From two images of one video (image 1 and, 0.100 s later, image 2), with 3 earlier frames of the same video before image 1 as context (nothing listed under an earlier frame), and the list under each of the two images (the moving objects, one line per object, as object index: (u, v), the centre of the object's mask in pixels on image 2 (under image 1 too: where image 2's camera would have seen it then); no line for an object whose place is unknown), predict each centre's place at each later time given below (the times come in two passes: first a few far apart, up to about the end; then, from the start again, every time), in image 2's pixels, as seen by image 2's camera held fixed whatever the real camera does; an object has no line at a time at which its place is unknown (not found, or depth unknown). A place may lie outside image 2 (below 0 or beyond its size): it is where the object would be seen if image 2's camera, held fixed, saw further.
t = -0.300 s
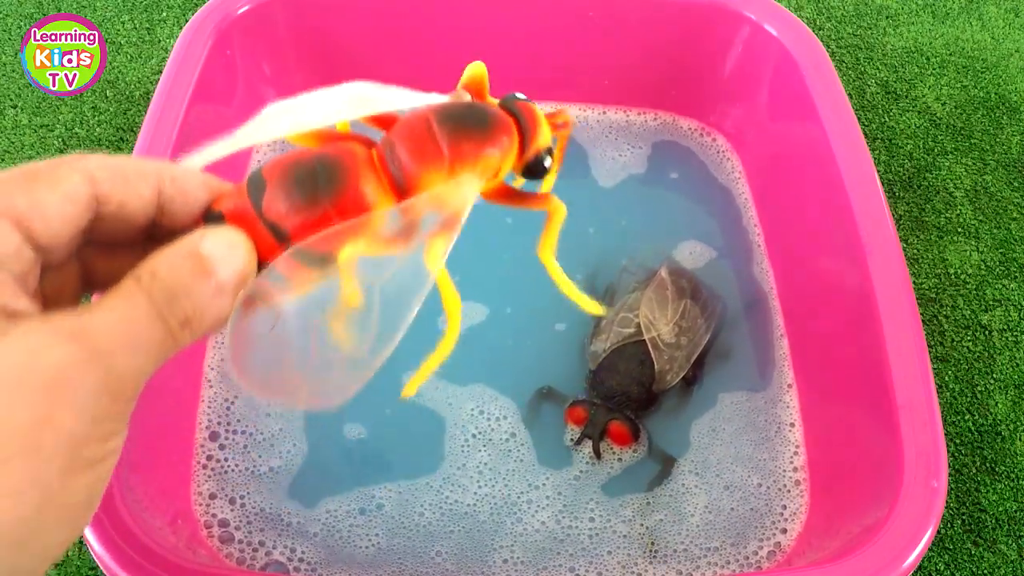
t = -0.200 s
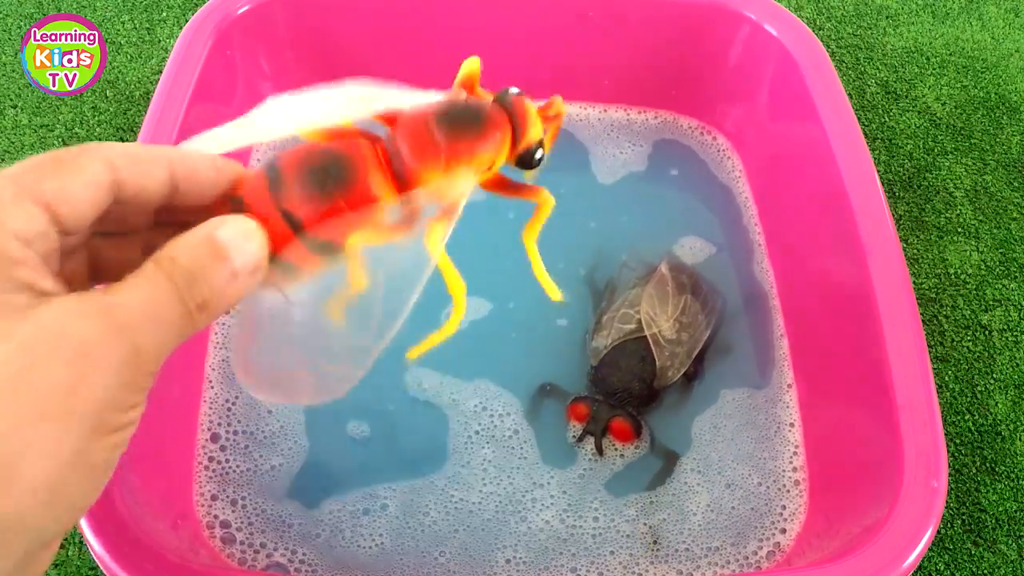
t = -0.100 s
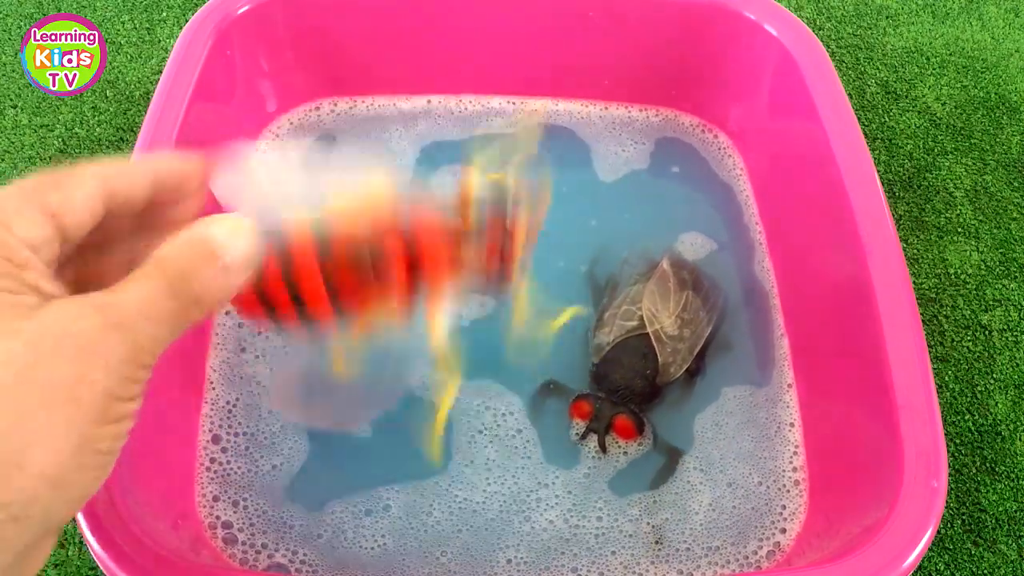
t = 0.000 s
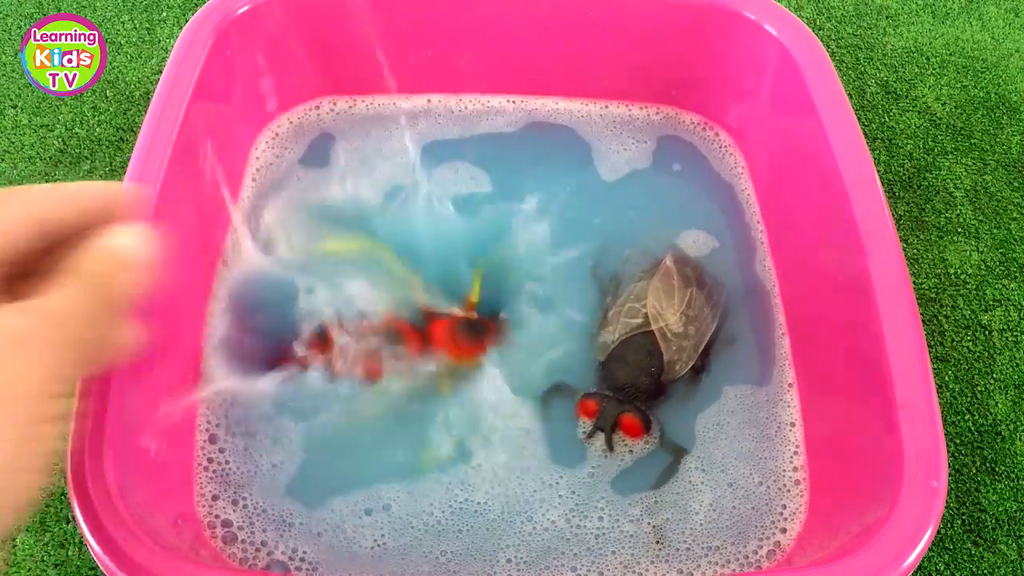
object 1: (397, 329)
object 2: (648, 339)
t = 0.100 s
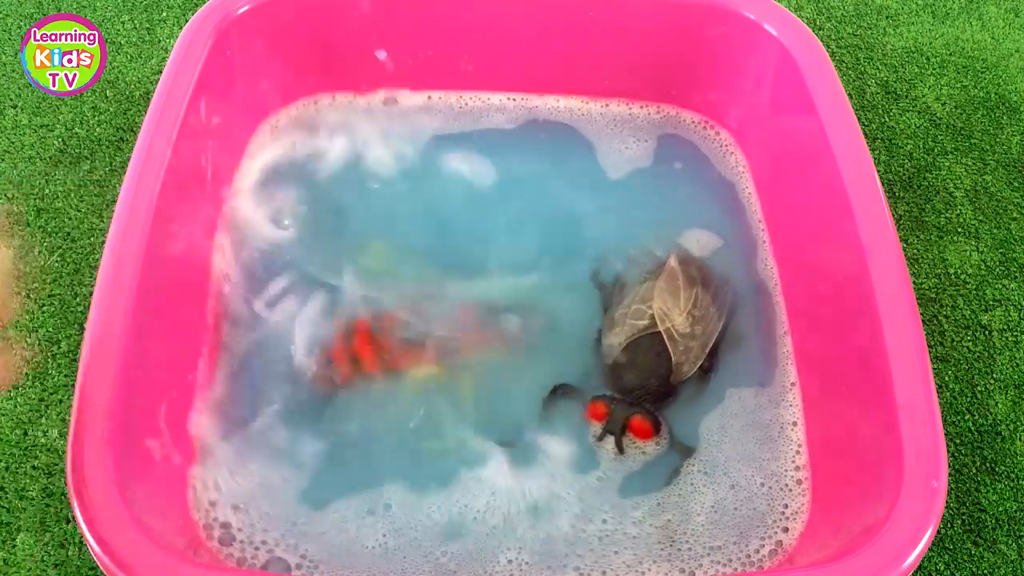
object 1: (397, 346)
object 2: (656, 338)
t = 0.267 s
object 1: (423, 319)
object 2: (654, 347)
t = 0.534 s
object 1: (425, 321)
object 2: (651, 352)
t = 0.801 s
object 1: (433, 296)
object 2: (649, 353)
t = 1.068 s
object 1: (436, 301)
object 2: (660, 360)
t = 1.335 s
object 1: (439, 297)
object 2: (662, 358)
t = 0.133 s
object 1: (411, 331)
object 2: (652, 343)
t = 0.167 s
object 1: (408, 326)
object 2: (651, 345)
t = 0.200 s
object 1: (414, 321)
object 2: (650, 346)
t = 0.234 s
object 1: (419, 320)
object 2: (652, 346)
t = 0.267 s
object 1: (423, 319)
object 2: (654, 347)
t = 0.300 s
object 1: (429, 318)
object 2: (653, 345)
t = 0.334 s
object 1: (436, 316)
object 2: (653, 344)
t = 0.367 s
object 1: (439, 316)
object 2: (649, 350)
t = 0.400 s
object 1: (439, 317)
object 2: (646, 356)
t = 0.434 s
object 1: (438, 318)
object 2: (647, 353)
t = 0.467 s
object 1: (433, 320)
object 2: (648, 354)
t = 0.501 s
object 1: (427, 322)
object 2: (649, 353)
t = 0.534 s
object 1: (425, 321)
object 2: (651, 352)
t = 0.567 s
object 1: (421, 319)
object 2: (651, 353)
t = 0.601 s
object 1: (418, 314)
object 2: (650, 346)
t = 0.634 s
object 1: (419, 309)
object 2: (651, 349)
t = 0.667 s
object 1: (421, 306)
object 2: (650, 349)
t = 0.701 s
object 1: (423, 302)
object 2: (649, 349)
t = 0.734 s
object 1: (427, 299)
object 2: (648, 349)
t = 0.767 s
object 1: (430, 297)
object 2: (647, 350)
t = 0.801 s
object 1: (433, 296)
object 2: (649, 353)
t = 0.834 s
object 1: (436, 297)
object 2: (652, 351)
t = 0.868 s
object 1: (439, 300)
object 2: (655, 340)
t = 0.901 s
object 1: (440, 302)
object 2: (659, 340)
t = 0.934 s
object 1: (441, 303)
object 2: (664, 337)
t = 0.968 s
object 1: (439, 302)
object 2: (665, 337)
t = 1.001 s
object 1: (438, 302)
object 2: (664, 342)
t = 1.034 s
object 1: (436, 302)
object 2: (662, 352)
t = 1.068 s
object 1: (436, 301)
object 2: (660, 360)
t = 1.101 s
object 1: (436, 302)
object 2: (662, 355)
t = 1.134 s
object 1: (436, 303)
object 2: (659, 357)
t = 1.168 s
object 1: (437, 304)
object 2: (657, 354)
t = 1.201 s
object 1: (437, 304)
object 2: (658, 356)
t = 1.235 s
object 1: (439, 301)
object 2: (659, 355)
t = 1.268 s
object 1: (440, 300)
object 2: (662, 355)
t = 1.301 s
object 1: (440, 299)
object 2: (661, 358)
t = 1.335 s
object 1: (439, 297)
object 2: (662, 358)
